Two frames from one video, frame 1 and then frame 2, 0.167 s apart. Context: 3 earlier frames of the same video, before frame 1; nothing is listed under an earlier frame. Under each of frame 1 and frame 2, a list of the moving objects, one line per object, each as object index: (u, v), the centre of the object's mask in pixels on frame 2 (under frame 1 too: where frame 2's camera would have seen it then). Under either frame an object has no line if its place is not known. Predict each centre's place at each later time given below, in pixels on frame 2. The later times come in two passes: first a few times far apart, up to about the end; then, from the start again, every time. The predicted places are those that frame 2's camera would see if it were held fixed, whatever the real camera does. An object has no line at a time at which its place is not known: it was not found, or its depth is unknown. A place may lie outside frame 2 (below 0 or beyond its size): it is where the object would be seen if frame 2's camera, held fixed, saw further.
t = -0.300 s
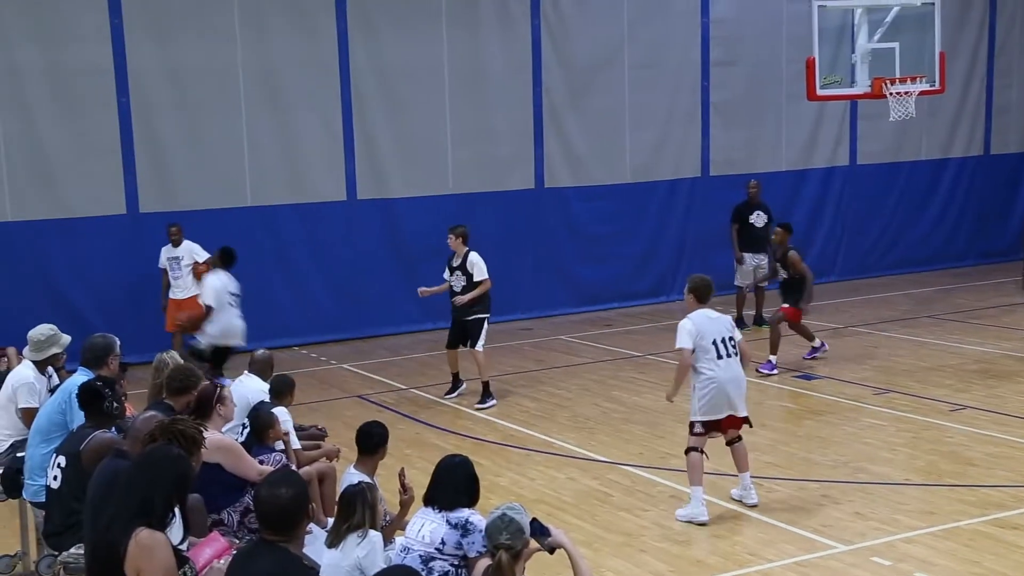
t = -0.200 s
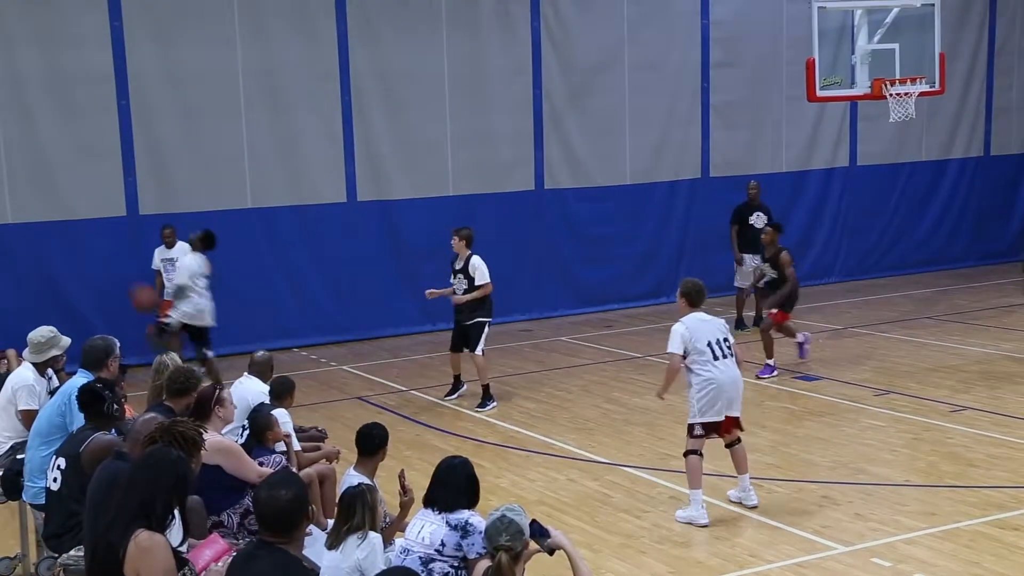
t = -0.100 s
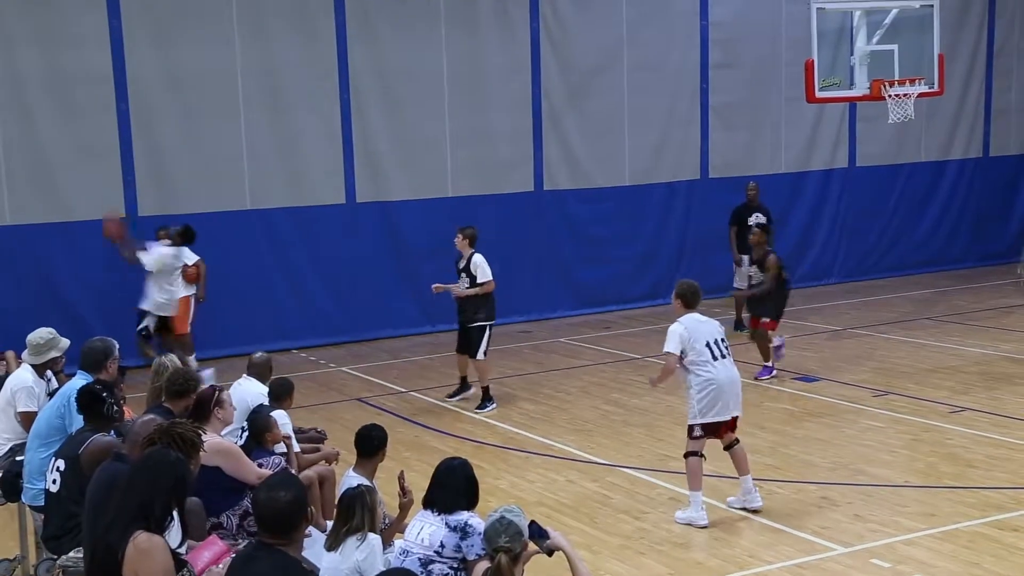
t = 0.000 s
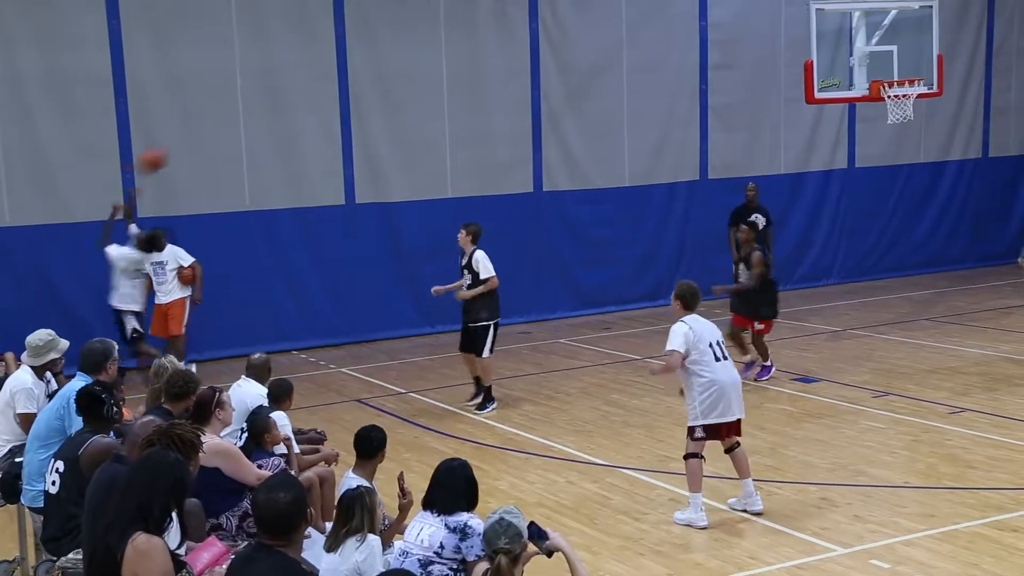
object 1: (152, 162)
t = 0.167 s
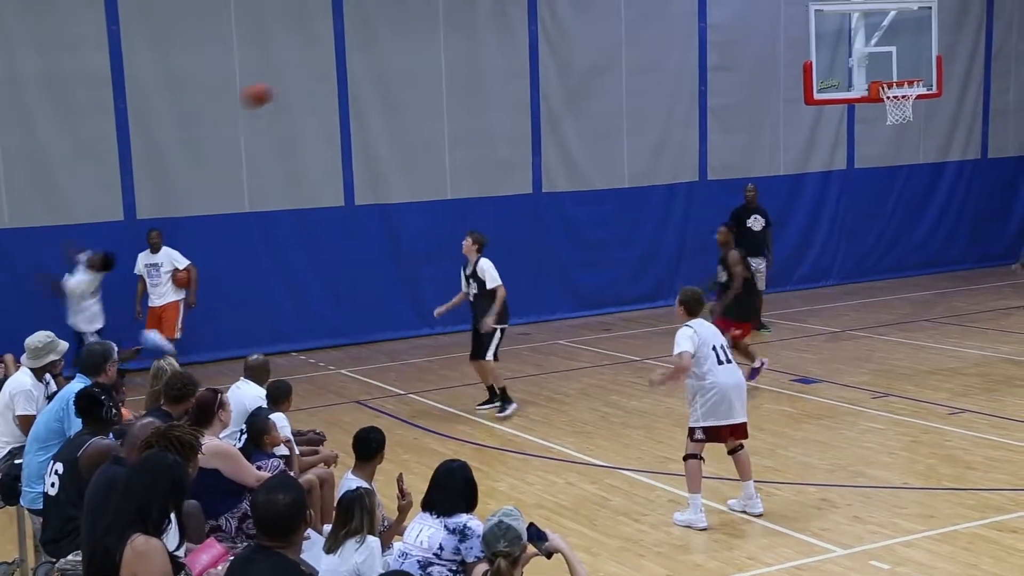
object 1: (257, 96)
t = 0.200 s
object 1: (278, 84)
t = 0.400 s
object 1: (420, 40)
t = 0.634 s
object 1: (600, 40)
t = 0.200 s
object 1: (278, 84)
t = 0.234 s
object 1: (301, 75)
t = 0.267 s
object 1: (324, 65)
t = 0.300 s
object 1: (348, 56)
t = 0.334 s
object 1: (372, 50)
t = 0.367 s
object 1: (395, 45)
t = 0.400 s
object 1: (420, 40)
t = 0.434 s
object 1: (444, 37)
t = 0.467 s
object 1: (470, 34)
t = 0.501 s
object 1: (495, 32)
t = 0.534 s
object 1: (520, 32)
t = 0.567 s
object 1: (547, 33)
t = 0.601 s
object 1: (573, 36)
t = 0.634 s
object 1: (600, 40)
